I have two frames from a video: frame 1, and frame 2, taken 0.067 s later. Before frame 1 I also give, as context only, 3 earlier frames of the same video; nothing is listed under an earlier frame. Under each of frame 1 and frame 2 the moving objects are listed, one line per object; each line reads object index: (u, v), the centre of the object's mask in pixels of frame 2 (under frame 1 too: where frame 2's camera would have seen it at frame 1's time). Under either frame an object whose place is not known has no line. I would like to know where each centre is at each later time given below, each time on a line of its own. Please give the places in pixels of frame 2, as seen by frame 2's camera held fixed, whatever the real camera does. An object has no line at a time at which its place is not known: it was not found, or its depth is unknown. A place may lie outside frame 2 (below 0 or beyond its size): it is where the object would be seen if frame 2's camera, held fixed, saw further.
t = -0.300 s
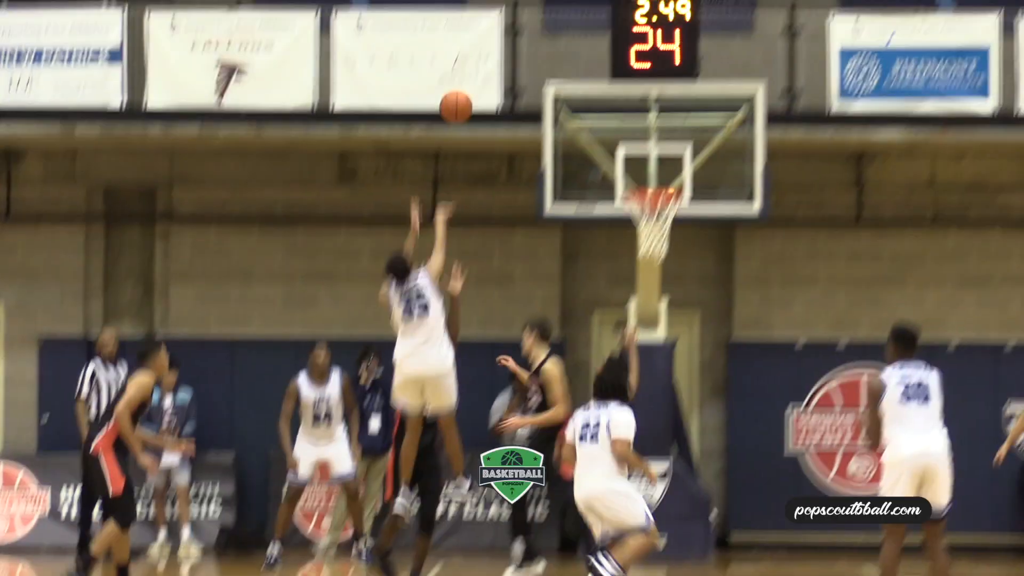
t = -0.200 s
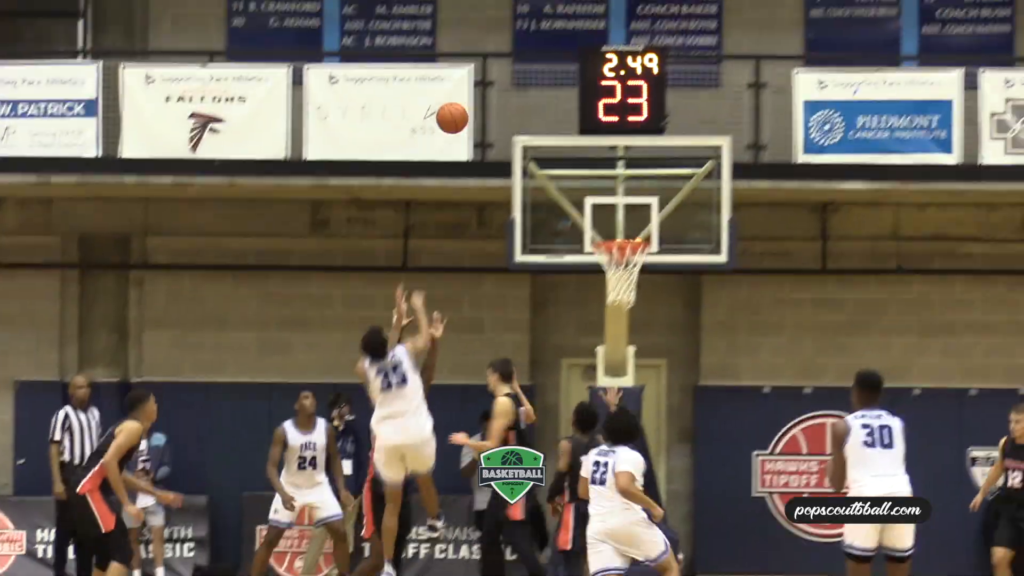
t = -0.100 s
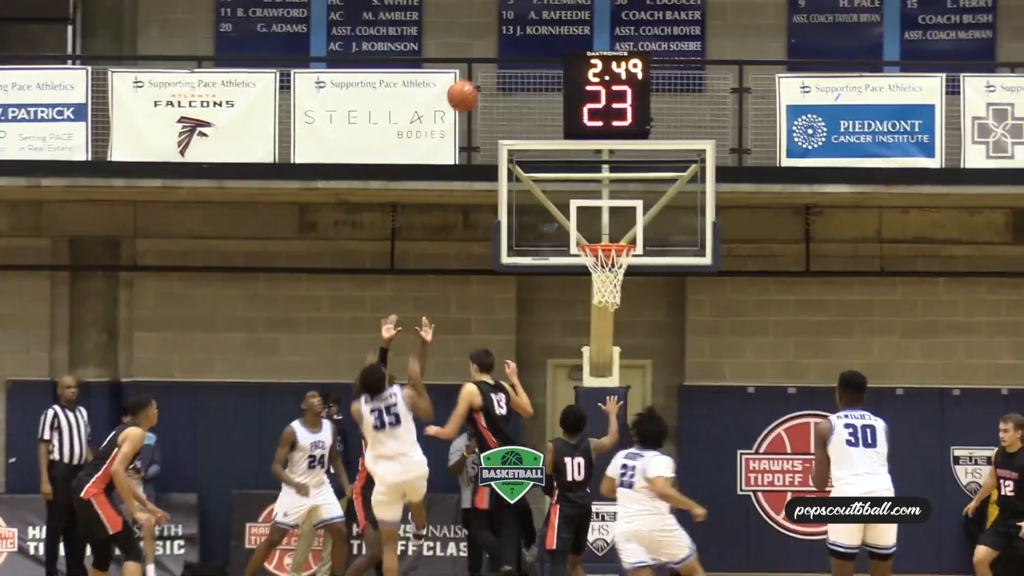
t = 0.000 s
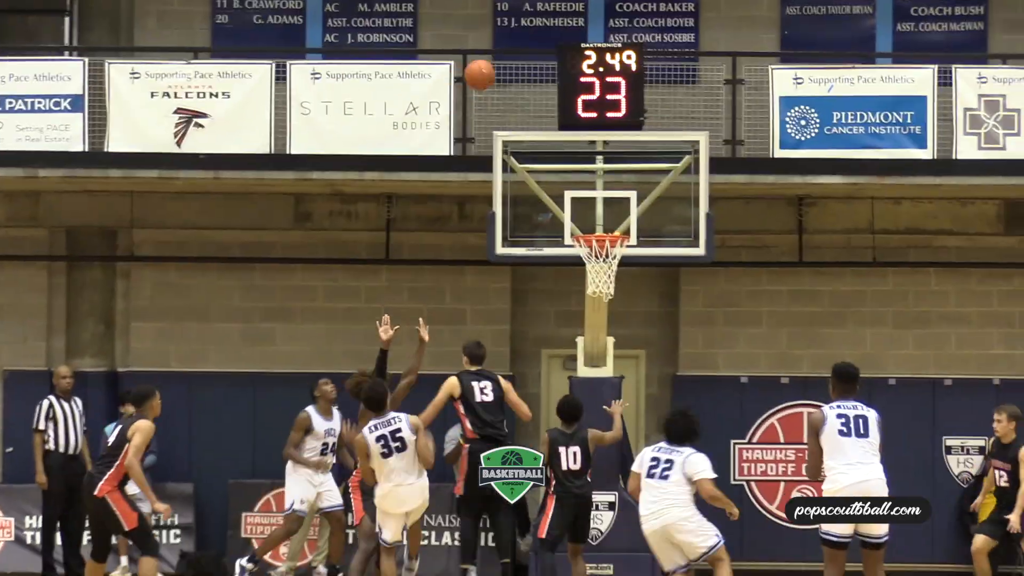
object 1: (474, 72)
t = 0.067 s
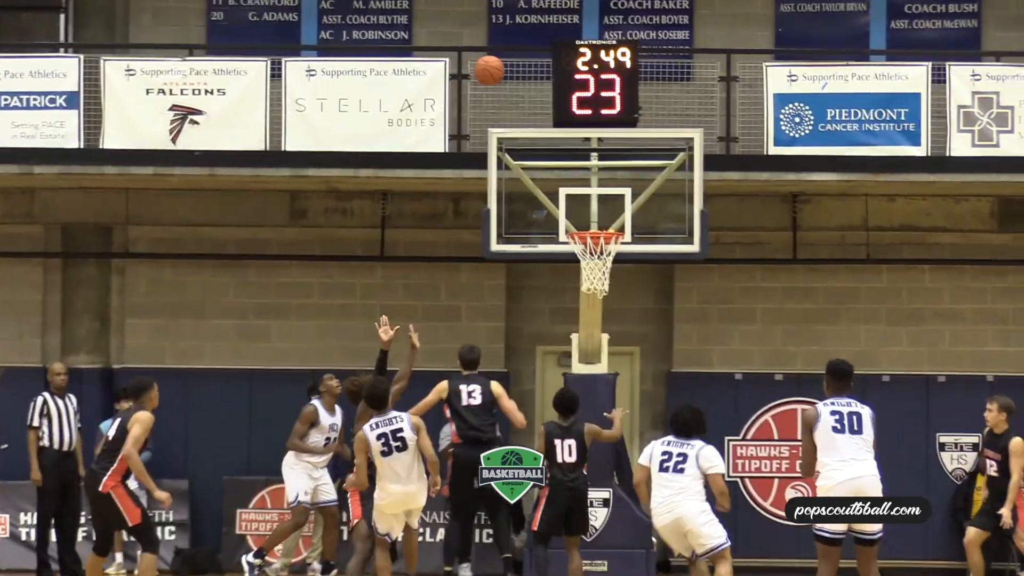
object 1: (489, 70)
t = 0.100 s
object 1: (497, 72)
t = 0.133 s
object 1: (505, 74)
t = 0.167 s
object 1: (512, 78)
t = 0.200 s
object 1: (519, 84)
